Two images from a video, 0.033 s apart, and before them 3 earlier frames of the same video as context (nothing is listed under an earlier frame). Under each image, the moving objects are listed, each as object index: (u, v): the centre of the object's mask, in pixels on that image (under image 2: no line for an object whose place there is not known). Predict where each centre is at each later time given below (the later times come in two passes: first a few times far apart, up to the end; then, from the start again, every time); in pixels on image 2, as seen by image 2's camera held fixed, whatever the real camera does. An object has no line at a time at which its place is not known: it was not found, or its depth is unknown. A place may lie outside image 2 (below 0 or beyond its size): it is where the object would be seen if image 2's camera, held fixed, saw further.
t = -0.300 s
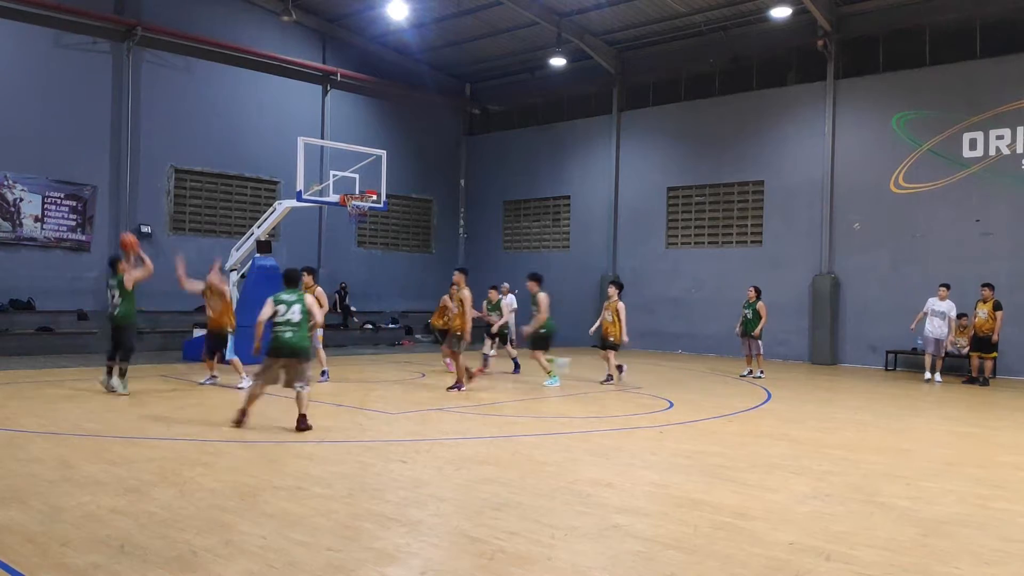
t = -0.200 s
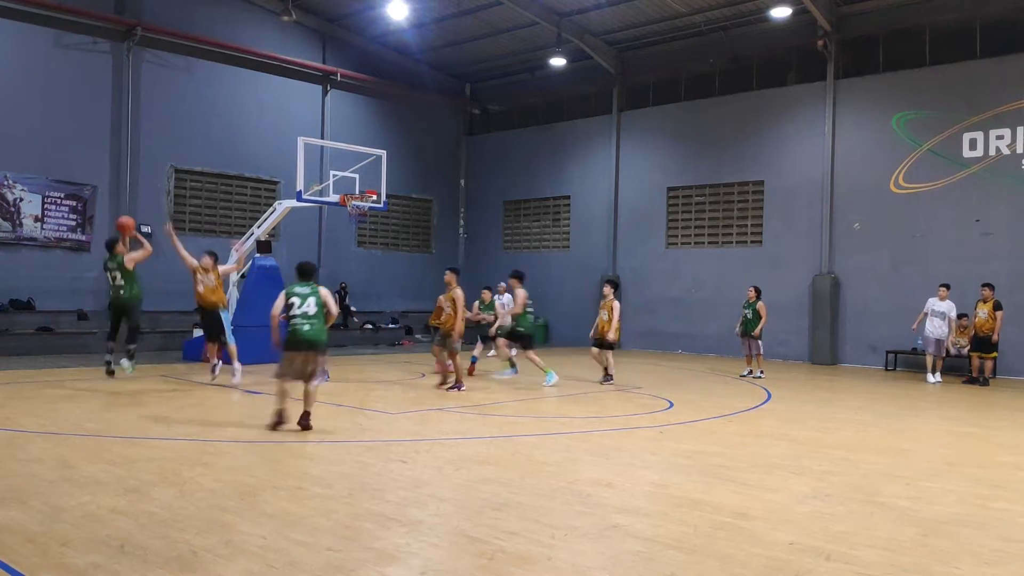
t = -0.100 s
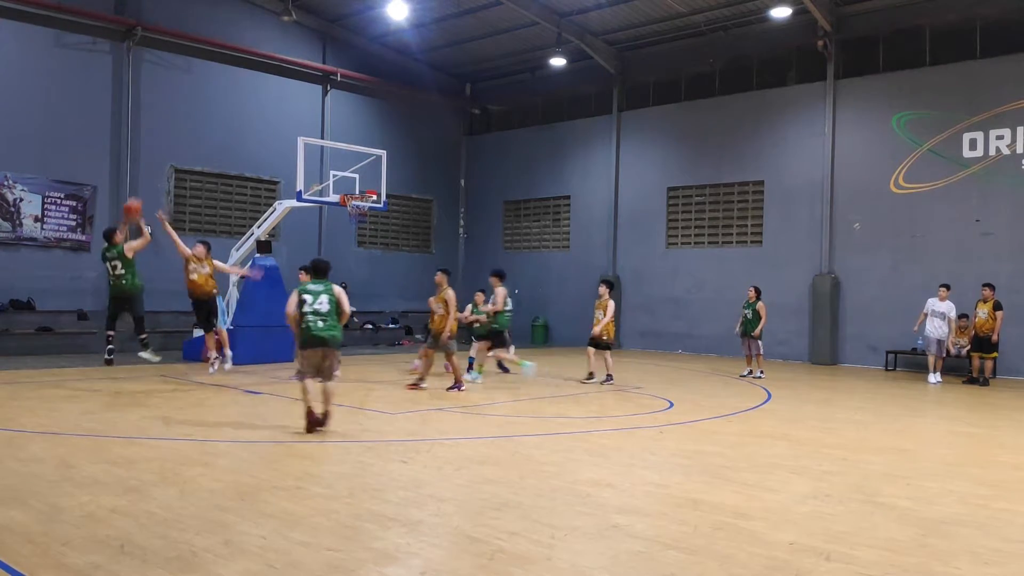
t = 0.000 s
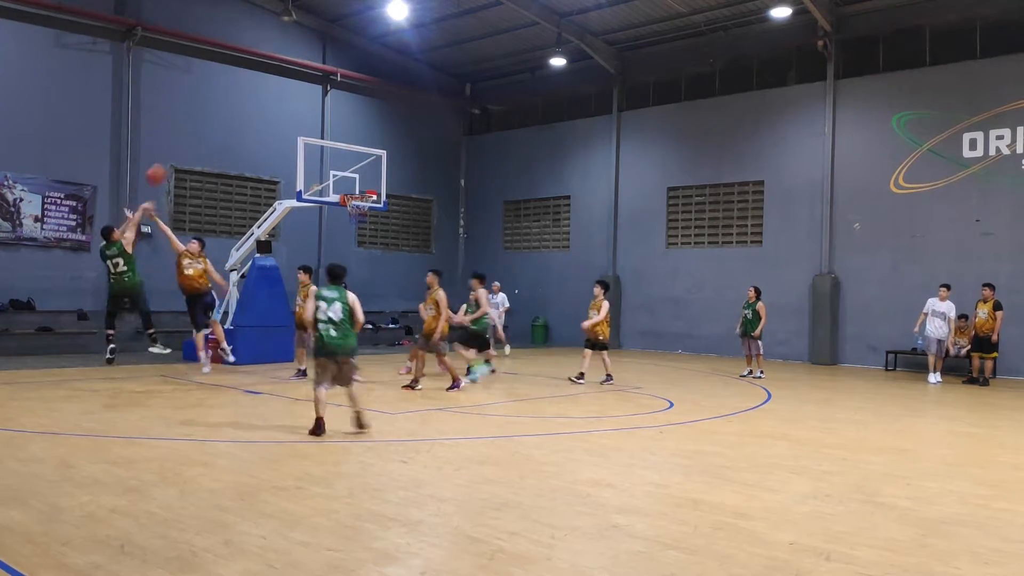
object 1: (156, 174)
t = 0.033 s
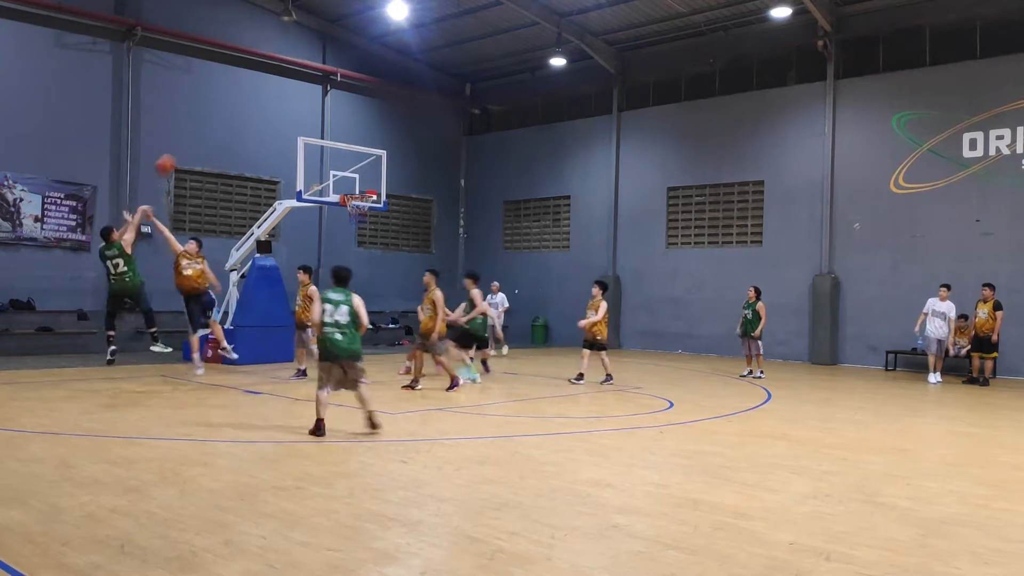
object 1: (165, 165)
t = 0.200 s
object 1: (211, 127)
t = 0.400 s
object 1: (257, 111)
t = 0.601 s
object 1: (299, 122)
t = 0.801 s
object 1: (339, 155)
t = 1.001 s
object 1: (361, 195)
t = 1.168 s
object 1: (354, 219)
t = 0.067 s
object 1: (175, 155)
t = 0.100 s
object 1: (184, 146)
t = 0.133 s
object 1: (193, 140)
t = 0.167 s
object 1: (201, 134)
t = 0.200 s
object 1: (211, 127)
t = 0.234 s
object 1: (218, 123)
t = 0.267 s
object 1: (226, 119)
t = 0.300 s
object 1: (234, 116)
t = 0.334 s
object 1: (242, 114)
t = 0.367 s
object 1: (249, 113)
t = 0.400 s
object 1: (257, 111)
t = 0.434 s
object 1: (265, 112)
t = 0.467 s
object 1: (271, 112)
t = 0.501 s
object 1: (279, 114)
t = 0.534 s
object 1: (286, 116)
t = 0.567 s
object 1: (293, 118)
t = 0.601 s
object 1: (299, 122)
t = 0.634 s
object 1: (306, 125)
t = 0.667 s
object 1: (312, 129)
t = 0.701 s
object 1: (319, 134)
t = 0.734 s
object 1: (326, 140)
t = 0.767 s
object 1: (332, 147)
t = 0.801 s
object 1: (339, 155)
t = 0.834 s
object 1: (344, 160)
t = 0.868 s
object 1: (349, 167)
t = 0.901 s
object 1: (355, 177)
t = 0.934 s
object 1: (361, 185)
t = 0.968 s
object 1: (364, 192)
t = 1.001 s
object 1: (361, 195)
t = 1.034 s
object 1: (352, 200)
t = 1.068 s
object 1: (353, 203)
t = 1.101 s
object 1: (352, 210)
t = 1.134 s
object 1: (353, 214)
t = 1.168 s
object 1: (354, 219)
